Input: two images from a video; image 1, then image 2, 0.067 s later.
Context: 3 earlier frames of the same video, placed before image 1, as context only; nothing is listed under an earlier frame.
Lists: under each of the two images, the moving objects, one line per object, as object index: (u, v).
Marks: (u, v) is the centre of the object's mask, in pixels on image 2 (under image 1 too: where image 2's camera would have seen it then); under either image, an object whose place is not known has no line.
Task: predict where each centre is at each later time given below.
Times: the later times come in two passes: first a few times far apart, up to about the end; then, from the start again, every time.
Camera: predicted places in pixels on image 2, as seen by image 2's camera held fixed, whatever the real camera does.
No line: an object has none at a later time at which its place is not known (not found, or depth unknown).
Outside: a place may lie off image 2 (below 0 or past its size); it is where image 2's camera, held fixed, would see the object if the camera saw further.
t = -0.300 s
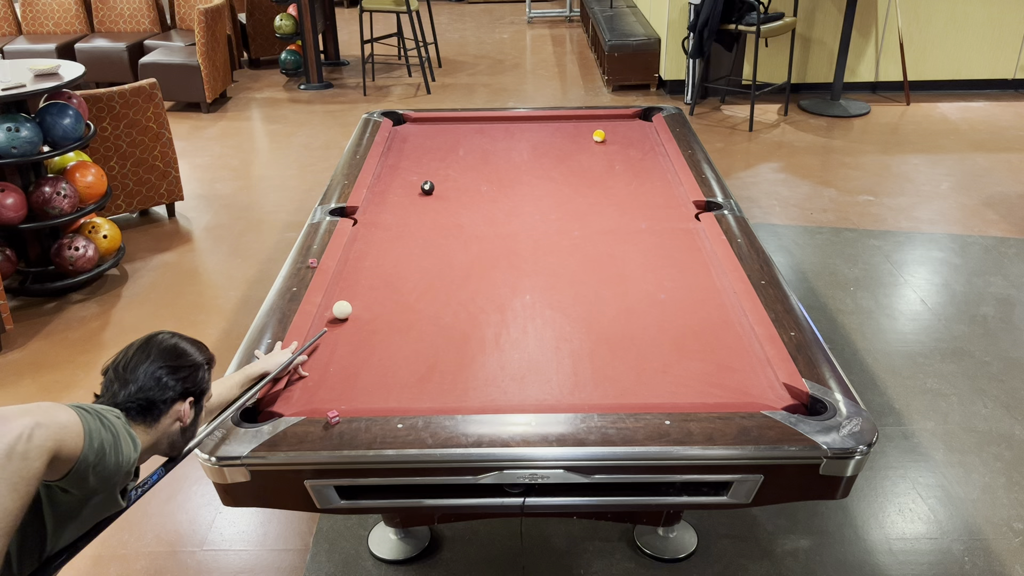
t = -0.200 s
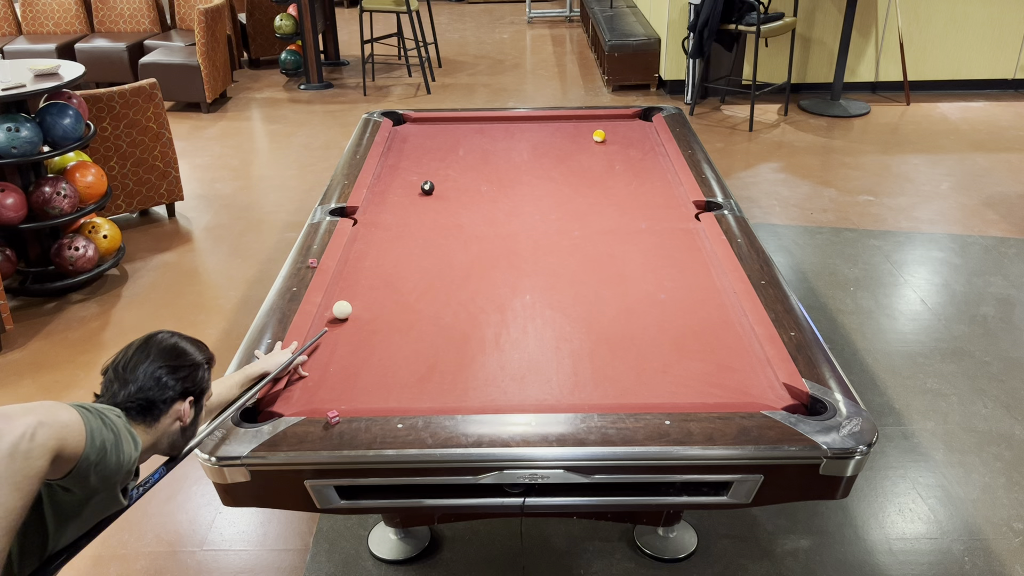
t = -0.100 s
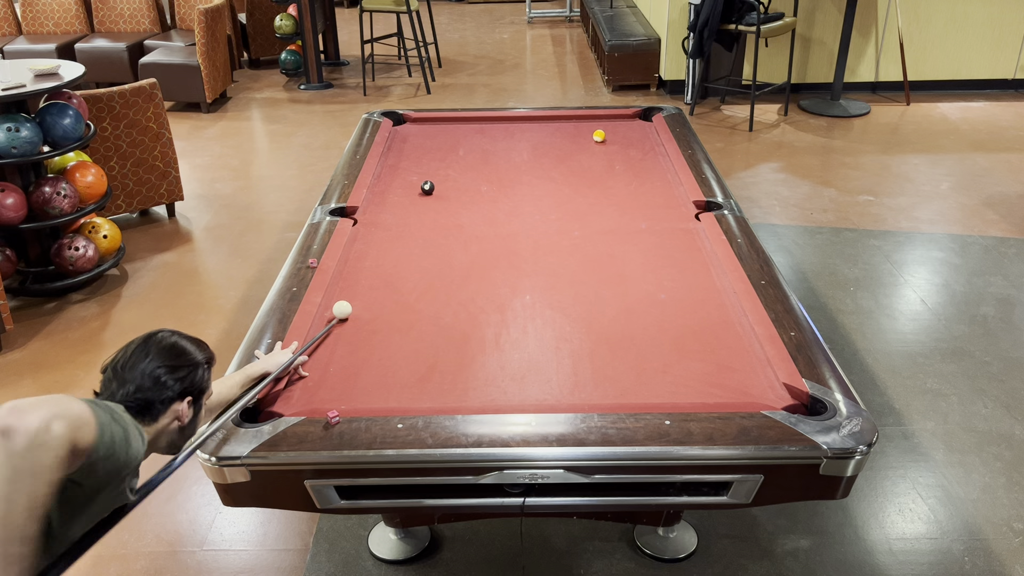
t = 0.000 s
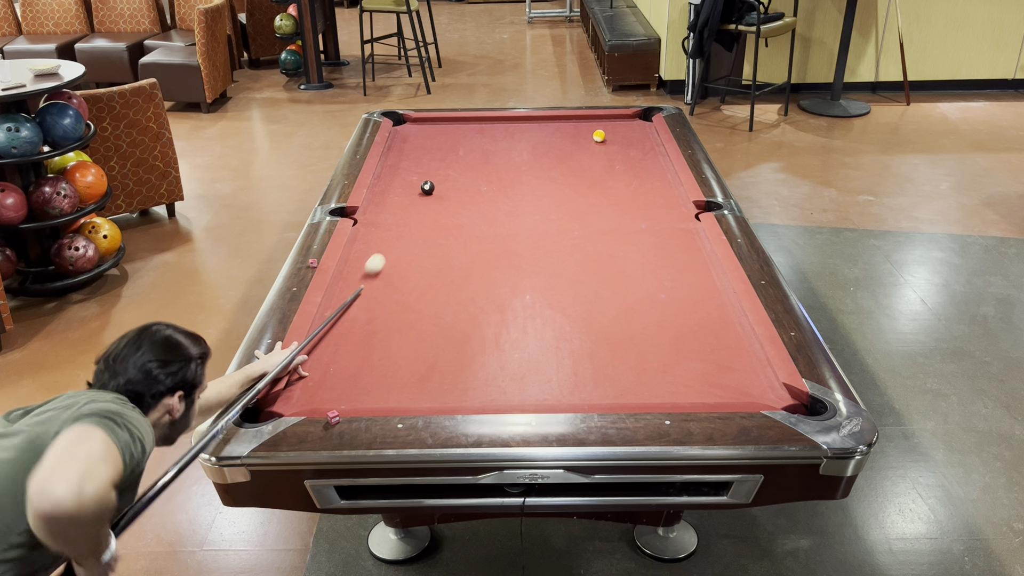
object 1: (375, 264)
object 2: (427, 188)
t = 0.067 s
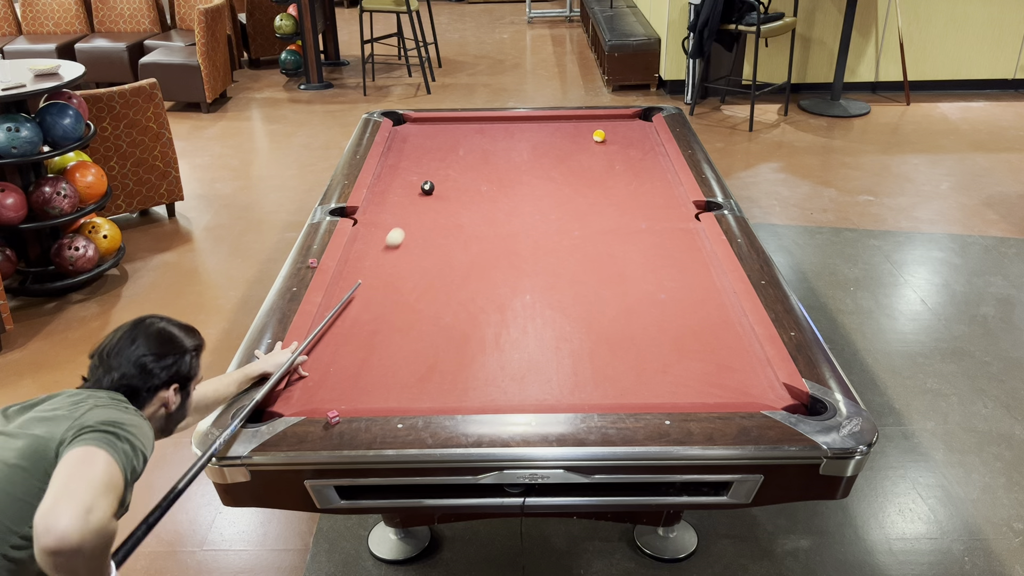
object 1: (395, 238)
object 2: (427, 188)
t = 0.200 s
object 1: (426, 196)
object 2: (427, 185)
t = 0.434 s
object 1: (463, 191)
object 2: (422, 146)
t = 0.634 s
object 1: (489, 192)
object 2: (419, 121)
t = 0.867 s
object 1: (517, 193)
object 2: (411, 136)
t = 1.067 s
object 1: (541, 194)
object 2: (403, 150)
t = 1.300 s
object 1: (567, 195)
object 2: (393, 167)
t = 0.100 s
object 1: (404, 226)
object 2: (427, 188)
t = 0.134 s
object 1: (412, 215)
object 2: (427, 188)
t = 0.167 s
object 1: (419, 205)
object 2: (427, 188)
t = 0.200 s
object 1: (426, 196)
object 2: (427, 185)
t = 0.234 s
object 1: (433, 192)
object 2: (426, 182)
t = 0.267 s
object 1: (439, 191)
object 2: (426, 175)
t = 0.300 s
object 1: (445, 191)
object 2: (425, 169)
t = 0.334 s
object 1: (450, 191)
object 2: (424, 162)
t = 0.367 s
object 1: (455, 191)
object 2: (424, 157)
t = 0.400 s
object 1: (459, 191)
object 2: (423, 151)
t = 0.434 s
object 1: (463, 191)
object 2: (422, 146)
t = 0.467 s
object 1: (468, 192)
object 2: (422, 141)
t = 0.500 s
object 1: (472, 192)
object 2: (421, 137)
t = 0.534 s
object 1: (476, 192)
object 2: (421, 133)
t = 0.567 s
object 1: (480, 192)
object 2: (420, 129)
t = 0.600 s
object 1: (485, 192)
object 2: (420, 124)
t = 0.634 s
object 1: (489, 192)
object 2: (419, 121)
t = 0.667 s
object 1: (493, 192)
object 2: (418, 121)
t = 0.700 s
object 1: (497, 193)
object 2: (417, 124)
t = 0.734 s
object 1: (501, 193)
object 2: (416, 127)
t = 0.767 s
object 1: (505, 193)
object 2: (414, 129)
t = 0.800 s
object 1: (509, 193)
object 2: (413, 131)
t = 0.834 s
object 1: (513, 193)
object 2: (412, 133)
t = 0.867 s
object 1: (517, 193)
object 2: (411, 136)
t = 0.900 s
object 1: (521, 194)
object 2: (409, 138)
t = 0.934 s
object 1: (525, 194)
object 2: (408, 140)
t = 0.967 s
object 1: (529, 194)
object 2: (407, 142)
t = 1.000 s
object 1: (533, 194)
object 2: (406, 145)
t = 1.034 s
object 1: (537, 194)
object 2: (404, 147)
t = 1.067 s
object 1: (541, 194)
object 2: (403, 150)
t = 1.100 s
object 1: (544, 194)
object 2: (402, 152)
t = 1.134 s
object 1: (548, 194)
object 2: (400, 154)
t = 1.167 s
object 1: (552, 195)
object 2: (399, 157)
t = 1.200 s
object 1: (556, 195)
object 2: (397, 159)
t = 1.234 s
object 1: (560, 195)
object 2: (396, 162)
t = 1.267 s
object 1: (563, 195)
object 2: (394, 165)
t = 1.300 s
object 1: (567, 195)
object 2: (393, 167)
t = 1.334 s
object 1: (571, 195)
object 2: (391, 170)
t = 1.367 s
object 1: (575, 195)
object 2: (390, 173)
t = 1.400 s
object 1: (578, 196)
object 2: (388, 175)
